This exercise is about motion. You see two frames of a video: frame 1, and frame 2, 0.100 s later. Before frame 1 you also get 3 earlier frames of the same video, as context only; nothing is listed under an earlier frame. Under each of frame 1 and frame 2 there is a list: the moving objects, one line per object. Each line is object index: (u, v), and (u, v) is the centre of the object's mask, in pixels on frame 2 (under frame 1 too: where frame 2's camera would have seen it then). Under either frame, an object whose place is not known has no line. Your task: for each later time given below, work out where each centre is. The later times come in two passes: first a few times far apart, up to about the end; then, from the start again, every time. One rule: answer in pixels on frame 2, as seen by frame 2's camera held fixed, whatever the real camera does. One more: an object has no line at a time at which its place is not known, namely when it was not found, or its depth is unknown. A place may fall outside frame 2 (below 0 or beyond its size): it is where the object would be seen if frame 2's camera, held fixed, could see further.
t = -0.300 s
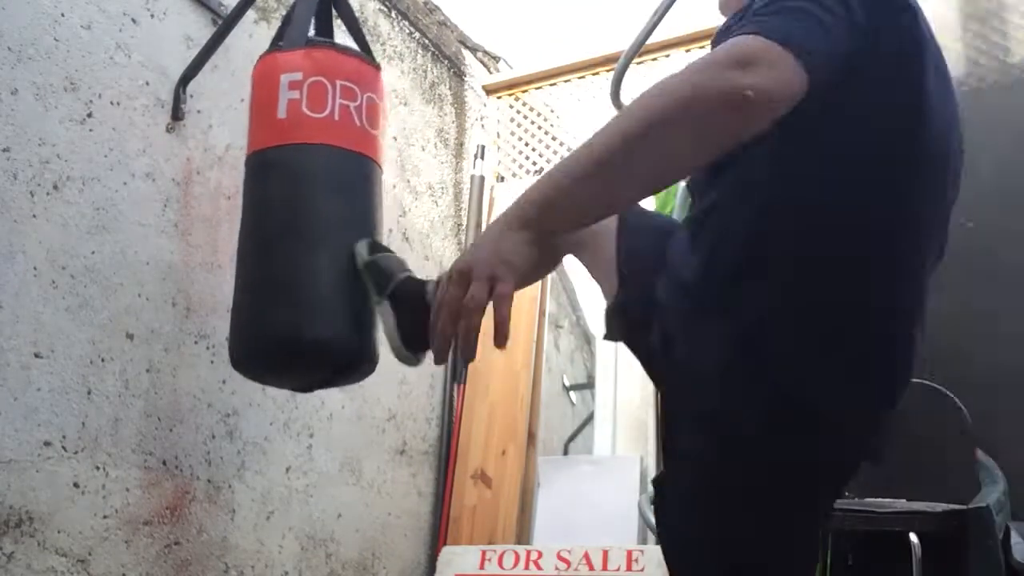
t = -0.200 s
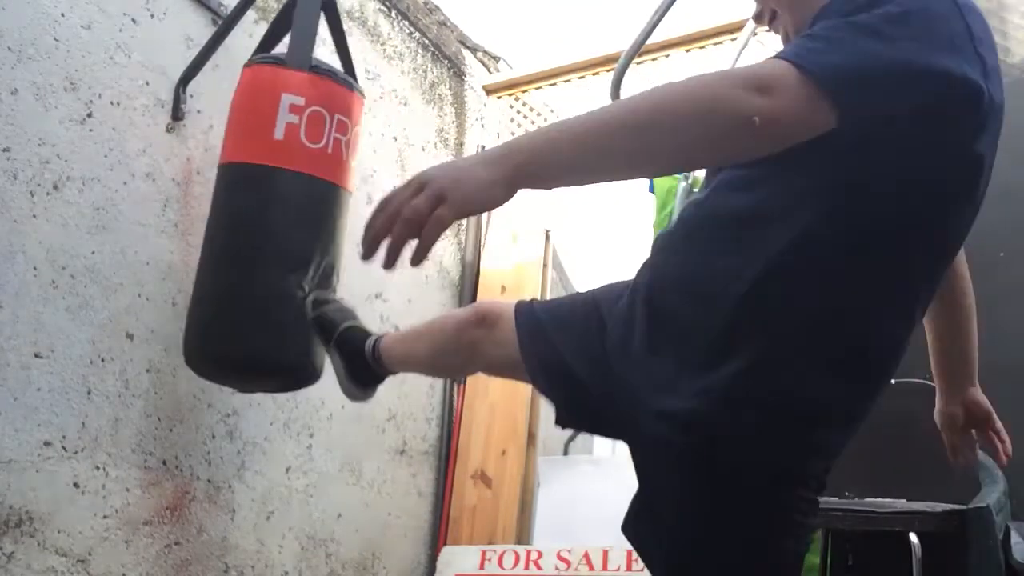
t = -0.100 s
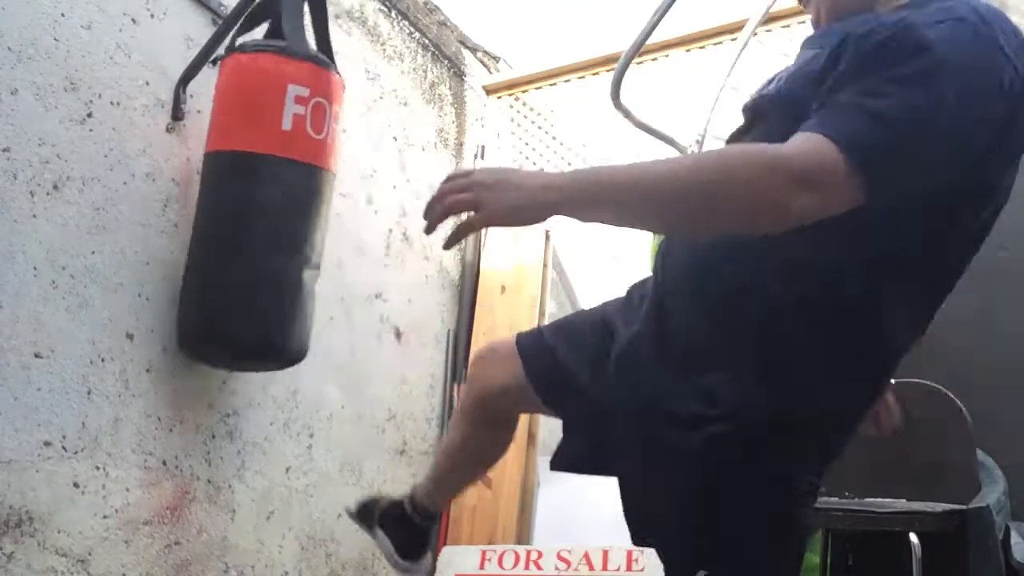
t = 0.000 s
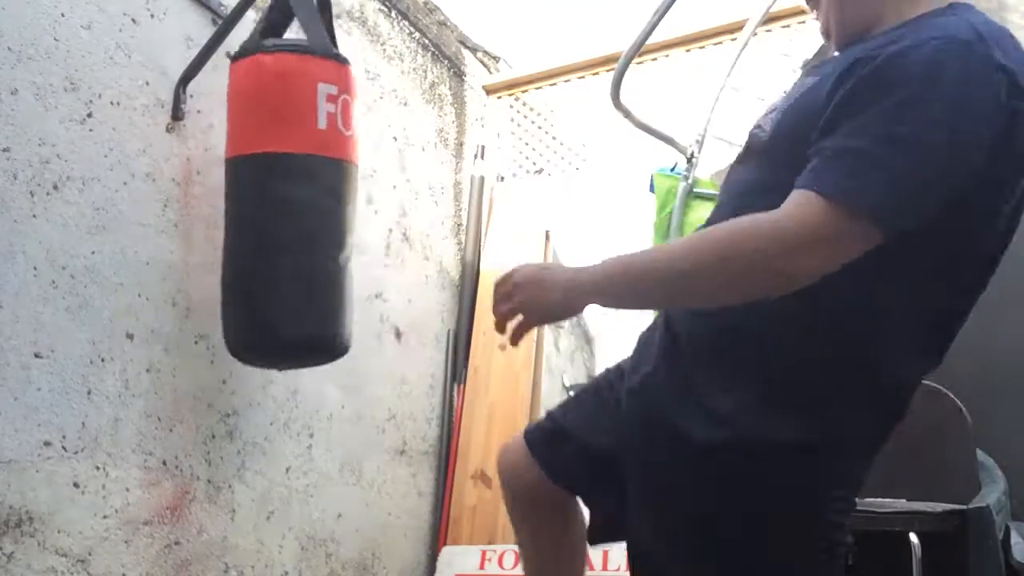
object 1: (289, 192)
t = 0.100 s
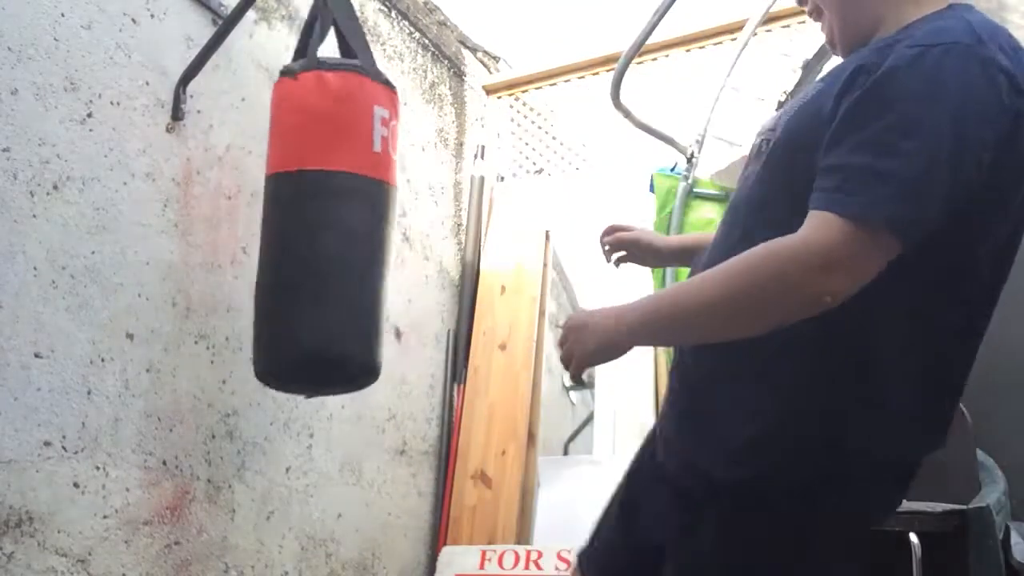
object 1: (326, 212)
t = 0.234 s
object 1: (358, 203)
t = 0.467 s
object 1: (399, 185)
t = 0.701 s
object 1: (378, 177)
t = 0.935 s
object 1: (305, 193)
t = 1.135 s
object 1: (255, 202)
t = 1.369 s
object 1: (250, 203)
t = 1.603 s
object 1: (302, 209)
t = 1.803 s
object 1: (355, 204)
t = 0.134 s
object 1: (332, 206)
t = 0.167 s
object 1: (339, 203)
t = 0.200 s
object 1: (346, 203)
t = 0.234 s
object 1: (358, 203)
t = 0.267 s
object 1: (369, 203)
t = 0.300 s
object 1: (375, 199)
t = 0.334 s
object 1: (380, 197)
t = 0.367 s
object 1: (387, 195)
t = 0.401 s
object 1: (393, 191)
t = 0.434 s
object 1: (397, 190)
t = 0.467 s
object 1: (399, 185)
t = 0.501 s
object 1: (400, 183)
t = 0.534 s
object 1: (400, 180)
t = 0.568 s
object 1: (399, 178)
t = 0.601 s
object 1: (396, 177)
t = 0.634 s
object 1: (392, 177)
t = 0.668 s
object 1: (385, 176)
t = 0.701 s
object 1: (378, 177)
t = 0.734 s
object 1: (370, 179)
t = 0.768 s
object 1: (360, 180)
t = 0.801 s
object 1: (350, 182)
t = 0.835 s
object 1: (339, 184)
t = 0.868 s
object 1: (327, 187)
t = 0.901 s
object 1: (316, 190)
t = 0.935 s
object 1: (305, 193)
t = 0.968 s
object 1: (294, 195)
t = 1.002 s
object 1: (284, 198)
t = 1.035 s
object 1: (275, 200)
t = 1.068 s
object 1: (267, 201)
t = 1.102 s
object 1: (260, 202)
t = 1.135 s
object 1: (255, 202)
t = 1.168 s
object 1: (250, 202)
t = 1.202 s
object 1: (246, 202)
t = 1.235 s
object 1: (244, 203)
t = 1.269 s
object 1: (242, 203)
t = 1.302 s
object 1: (242, 203)
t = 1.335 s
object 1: (245, 203)
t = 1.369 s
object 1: (250, 203)
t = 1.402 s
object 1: (256, 205)
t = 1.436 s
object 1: (263, 206)
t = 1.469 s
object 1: (270, 206)
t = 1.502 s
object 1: (277, 208)
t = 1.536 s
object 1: (284, 208)
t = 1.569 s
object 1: (293, 209)
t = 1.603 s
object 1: (302, 209)
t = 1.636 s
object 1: (311, 209)
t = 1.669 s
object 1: (320, 209)
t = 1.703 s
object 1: (329, 209)
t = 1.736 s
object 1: (338, 207)
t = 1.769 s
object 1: (347, 206)
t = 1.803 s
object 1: (355, 204)
